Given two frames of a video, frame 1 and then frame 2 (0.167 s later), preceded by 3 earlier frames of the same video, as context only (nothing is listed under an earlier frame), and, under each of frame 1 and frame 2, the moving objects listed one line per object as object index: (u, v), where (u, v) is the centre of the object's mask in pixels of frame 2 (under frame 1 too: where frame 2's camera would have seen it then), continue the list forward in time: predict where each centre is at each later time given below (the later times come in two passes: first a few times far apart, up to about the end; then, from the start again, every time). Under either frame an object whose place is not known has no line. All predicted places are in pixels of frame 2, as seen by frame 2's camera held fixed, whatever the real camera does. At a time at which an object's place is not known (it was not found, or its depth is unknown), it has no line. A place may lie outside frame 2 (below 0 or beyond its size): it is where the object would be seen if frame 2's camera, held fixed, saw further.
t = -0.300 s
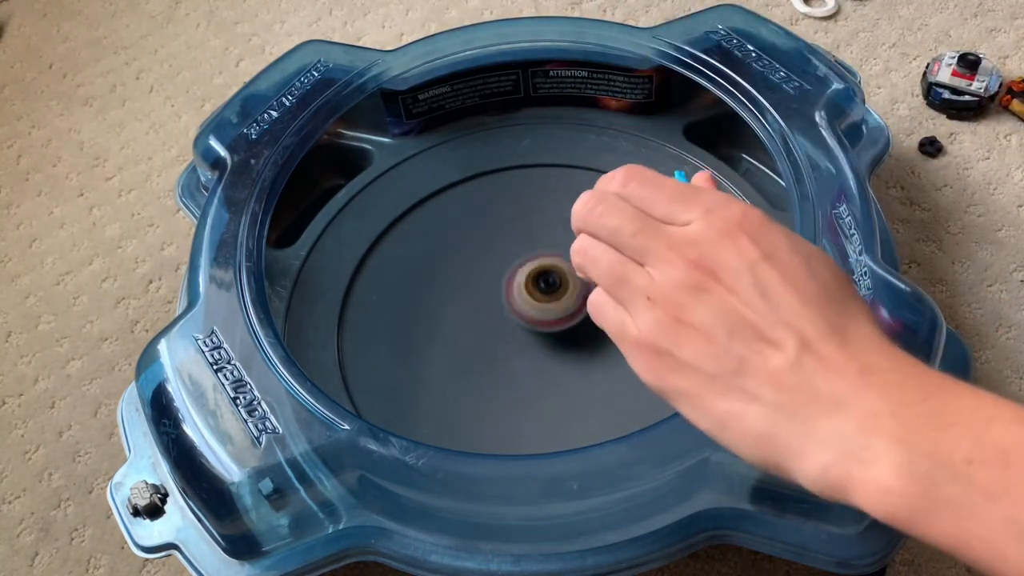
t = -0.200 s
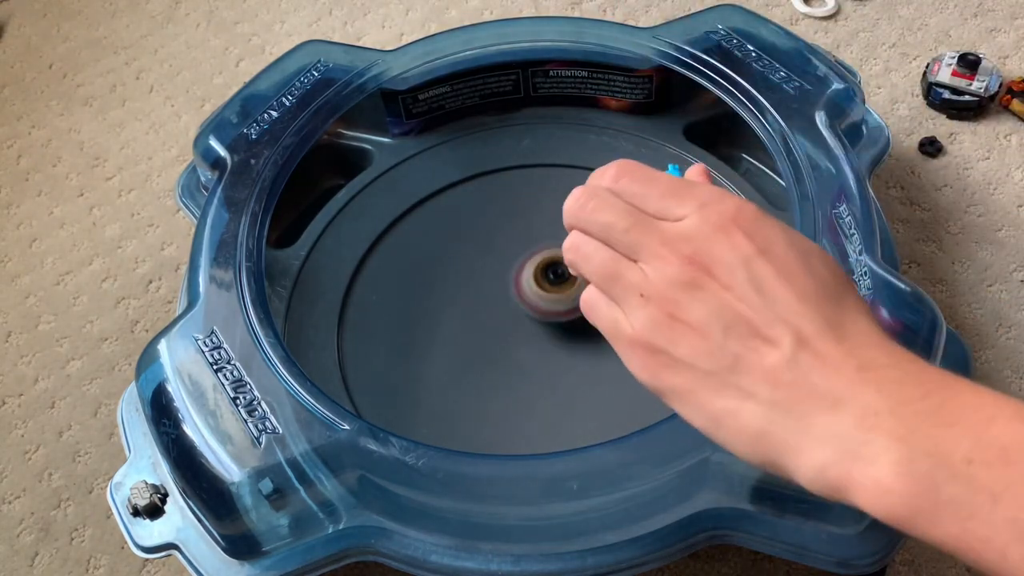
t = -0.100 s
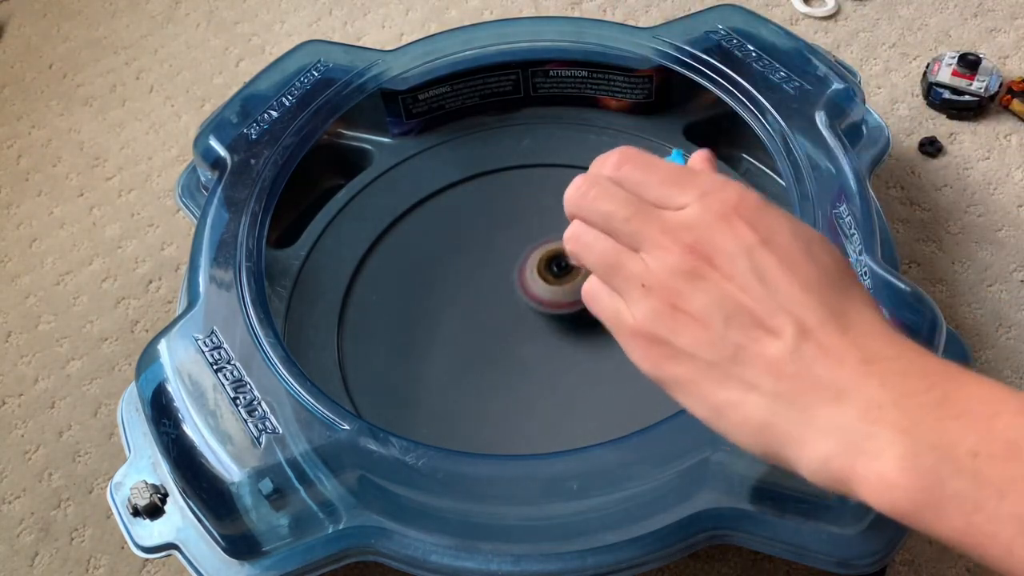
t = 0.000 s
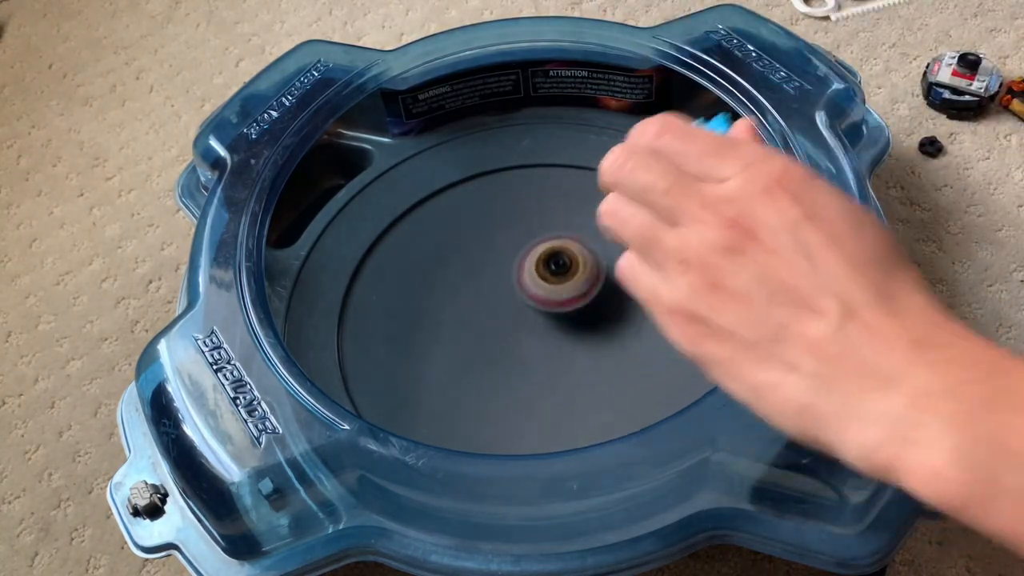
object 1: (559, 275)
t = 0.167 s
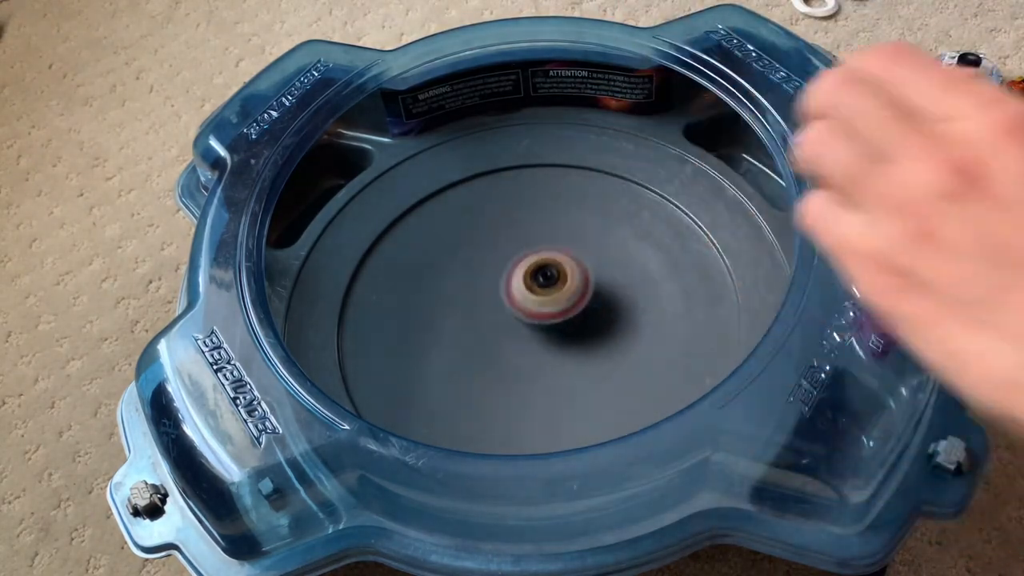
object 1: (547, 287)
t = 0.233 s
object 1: (544, 296)
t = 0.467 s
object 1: (542, 322)
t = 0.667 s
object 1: (542, 340)
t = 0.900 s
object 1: (546, 343)
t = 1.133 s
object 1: (529, 323)
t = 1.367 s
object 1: (505, 307)
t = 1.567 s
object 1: (491, 299)
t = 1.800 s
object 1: (502, 305)
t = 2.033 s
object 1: (534, 303)
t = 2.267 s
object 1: (560, 297)
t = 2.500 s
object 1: (570, 292)
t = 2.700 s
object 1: (552, 301)
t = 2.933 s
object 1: (532, 321)
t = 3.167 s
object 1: (514, 337)
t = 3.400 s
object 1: (515, 340)
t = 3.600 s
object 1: (525, 322)
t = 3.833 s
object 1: (529, 295)
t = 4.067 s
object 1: (529, 276)
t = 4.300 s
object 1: (523, 284)
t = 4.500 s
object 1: (529, 306)
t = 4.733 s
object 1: (543, 329)
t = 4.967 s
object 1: (555, 340)
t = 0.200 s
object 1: (546, 291)
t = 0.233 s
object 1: (544, 296)
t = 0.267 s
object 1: (543, 300)
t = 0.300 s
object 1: (542, 304)
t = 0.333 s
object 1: (542, 308)
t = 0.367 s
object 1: (541, 312)
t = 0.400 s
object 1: (541, 316)
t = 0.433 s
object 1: (541, 319)
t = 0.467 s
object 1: (542, 322)
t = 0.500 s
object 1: (542, 326)
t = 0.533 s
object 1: (541, 329)
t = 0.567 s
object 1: (541, 332)
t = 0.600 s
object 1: (542, 335)
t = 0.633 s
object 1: (542, 338)
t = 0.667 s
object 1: (542, 340)
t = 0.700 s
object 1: (543, 343)
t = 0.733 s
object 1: (544, 345)
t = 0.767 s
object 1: (545, 346)
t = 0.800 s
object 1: (546, 347)
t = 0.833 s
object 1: (546, 347)
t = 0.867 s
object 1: (545, 345)
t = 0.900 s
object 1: (546, 343)
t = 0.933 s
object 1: (545, 340)
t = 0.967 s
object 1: (544, 337)
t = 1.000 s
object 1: (542, 334)
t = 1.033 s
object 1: (538, 331)
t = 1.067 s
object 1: (536, 328)
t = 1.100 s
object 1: (532, 325)
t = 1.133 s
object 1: (529, 323)
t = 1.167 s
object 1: (526, 320)
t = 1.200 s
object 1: (522, 317)
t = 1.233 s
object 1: (518, 315)
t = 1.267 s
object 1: (515, 313)
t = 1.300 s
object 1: (512, 310)
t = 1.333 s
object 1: (509, 308)
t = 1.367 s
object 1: (505, 307)
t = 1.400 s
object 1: (502, 304)
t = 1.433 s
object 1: (500, 303)
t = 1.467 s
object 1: (497, 302)
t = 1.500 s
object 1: (495, 300)
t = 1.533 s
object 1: (493, 300)
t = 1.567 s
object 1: (491, 299)
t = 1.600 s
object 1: (490, 299)
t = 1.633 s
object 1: (490, 300)
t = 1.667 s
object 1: (490, 301)
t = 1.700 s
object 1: (492, 302)
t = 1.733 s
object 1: (495, 304)
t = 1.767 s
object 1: (498, 305)
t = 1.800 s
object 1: (502, 305)
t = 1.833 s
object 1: (507, 305)
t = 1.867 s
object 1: (512, 305)
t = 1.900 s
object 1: (517, 305)
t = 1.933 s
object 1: (521, 306)
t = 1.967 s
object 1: (526, 305)
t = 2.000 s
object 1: (530, 304)
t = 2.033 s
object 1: (534, 303)
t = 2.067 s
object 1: (538, 303)
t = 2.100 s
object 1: (542, 301)
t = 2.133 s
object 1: (546, 300)
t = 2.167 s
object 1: (550, 300)
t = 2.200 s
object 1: (553, 299)
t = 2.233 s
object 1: (557, 298)
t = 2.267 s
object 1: (560, 297)
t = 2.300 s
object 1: (563, 296)
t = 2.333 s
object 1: (566, 296)
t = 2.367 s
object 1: (569, 295)
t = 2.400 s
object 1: (571, 294)
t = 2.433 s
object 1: (572, 293)
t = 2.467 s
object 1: (571, 292)
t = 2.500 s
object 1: (570, 292)
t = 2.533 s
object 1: (568, 292)
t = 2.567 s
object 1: (565, 292)
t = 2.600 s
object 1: (561, 294)
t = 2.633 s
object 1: (558, 296)
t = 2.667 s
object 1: (556, 299)
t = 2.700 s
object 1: (552, 301)
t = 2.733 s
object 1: (549, 304)
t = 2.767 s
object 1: (546, 307)
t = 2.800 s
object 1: (543, 310)
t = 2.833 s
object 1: (540, 312)
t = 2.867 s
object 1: (537, 315)
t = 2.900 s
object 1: (534, 317)
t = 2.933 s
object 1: (532, 321)
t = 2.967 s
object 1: (529, 322)
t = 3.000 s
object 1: (526, 325)
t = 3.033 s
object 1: (523, 328)
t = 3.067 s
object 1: (520, 330)
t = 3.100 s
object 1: (518, 332)
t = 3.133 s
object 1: (516, 335)
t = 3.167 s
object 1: (514, 337)
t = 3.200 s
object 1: (513, 339)
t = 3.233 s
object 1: (512, 341)
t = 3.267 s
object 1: (512, 342)
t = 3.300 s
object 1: (512, 343)
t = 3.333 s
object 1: (512, 343)
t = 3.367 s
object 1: (514, 342)
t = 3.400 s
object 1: (515, 340)
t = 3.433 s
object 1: (517, 338)
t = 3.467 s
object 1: (519, 336)
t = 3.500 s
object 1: (521, 333)
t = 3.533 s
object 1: (523, 329)
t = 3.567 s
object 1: (524, 326)
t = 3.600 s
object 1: (525, 322)
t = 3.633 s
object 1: (525, 317)
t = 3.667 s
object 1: (526, 313)
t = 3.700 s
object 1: (528, 309)
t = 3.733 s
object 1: (529, 306)
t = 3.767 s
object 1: (529, 302)
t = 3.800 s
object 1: (530, 299)
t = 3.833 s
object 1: (529, 295)
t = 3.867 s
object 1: (530, 292)
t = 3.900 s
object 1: (530, 288)
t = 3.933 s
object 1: (530, 285)
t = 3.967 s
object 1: (530, 282)
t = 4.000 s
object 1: (530, 279)
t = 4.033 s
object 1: (530, 277)
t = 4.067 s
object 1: (529, 276)
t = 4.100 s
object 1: (528, 274)
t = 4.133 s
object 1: (526, 274)
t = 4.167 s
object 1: (525, 274)
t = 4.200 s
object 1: (524, 276)
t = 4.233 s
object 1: (523, 278)
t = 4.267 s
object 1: (523, 281)
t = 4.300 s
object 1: (523, 284)
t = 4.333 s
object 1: (523, 288)
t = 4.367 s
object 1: (524, 291)
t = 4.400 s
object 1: (525, 295)
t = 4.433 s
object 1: (526, 299)
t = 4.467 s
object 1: (527, 303)
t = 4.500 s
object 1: (529, 306)
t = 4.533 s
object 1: (531, 310)
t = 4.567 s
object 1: (533, 314)
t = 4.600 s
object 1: (535, 317)
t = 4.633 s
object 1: (538, 320)
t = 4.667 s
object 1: (540, 323)
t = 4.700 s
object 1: (541, 327)
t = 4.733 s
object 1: (543, 329)
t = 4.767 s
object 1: (545, 332)
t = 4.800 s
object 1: (546, 334)
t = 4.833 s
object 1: (548, 336)
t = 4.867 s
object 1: (550, 338)
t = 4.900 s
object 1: (552, 339)
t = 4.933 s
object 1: (554, 340)
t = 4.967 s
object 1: (555, 340)
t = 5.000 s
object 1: (557, 339)
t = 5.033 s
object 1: (557, 337)
